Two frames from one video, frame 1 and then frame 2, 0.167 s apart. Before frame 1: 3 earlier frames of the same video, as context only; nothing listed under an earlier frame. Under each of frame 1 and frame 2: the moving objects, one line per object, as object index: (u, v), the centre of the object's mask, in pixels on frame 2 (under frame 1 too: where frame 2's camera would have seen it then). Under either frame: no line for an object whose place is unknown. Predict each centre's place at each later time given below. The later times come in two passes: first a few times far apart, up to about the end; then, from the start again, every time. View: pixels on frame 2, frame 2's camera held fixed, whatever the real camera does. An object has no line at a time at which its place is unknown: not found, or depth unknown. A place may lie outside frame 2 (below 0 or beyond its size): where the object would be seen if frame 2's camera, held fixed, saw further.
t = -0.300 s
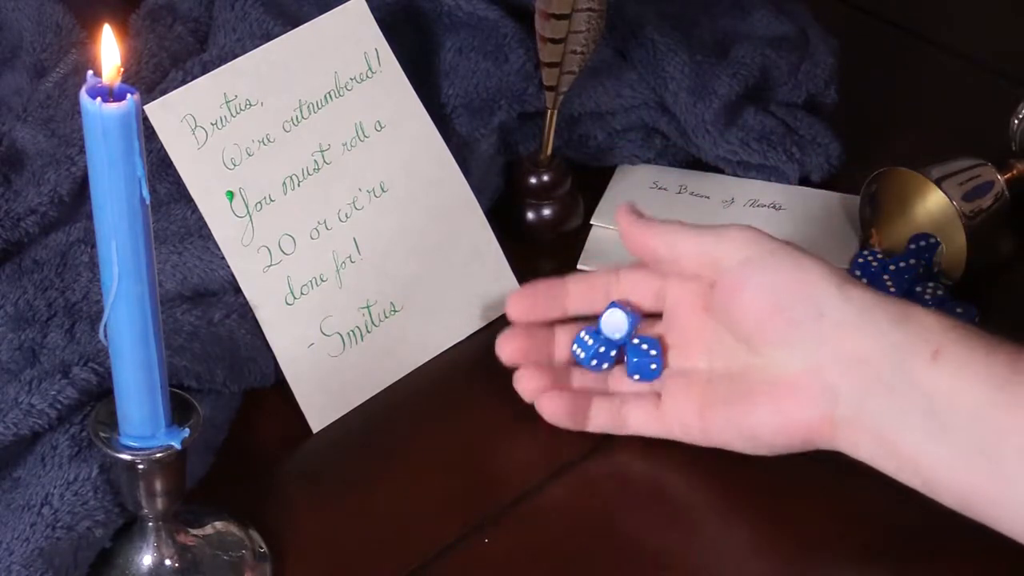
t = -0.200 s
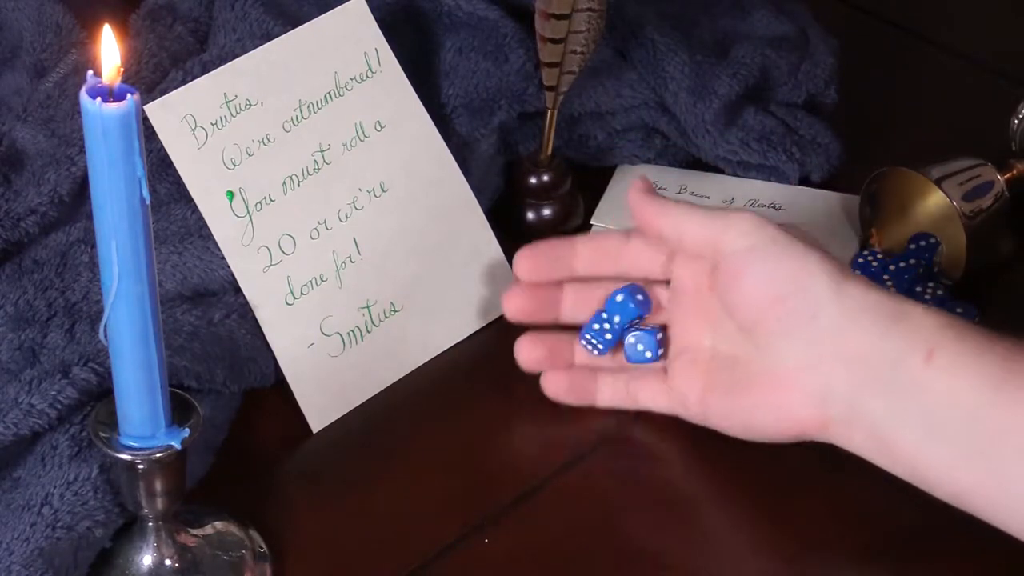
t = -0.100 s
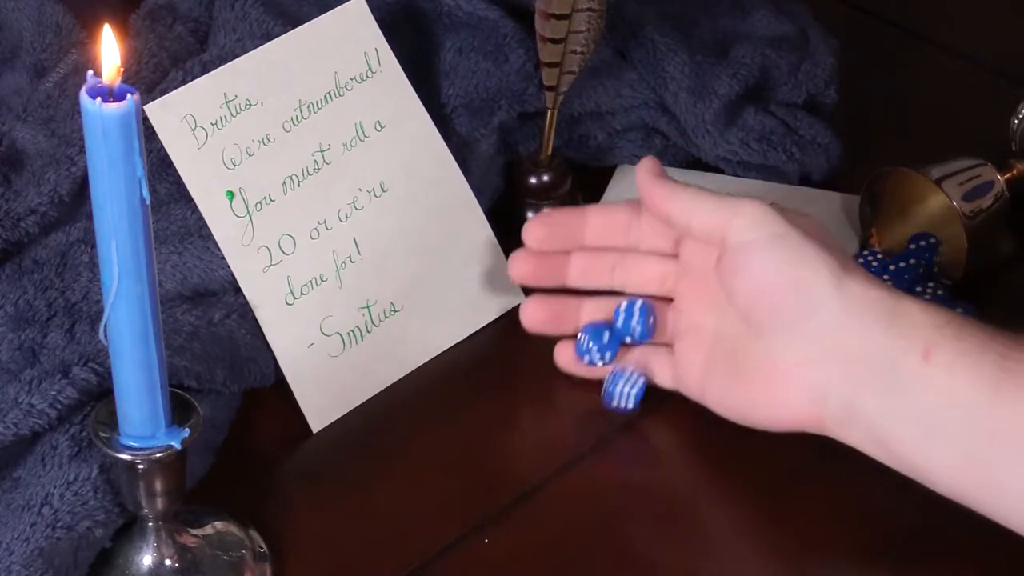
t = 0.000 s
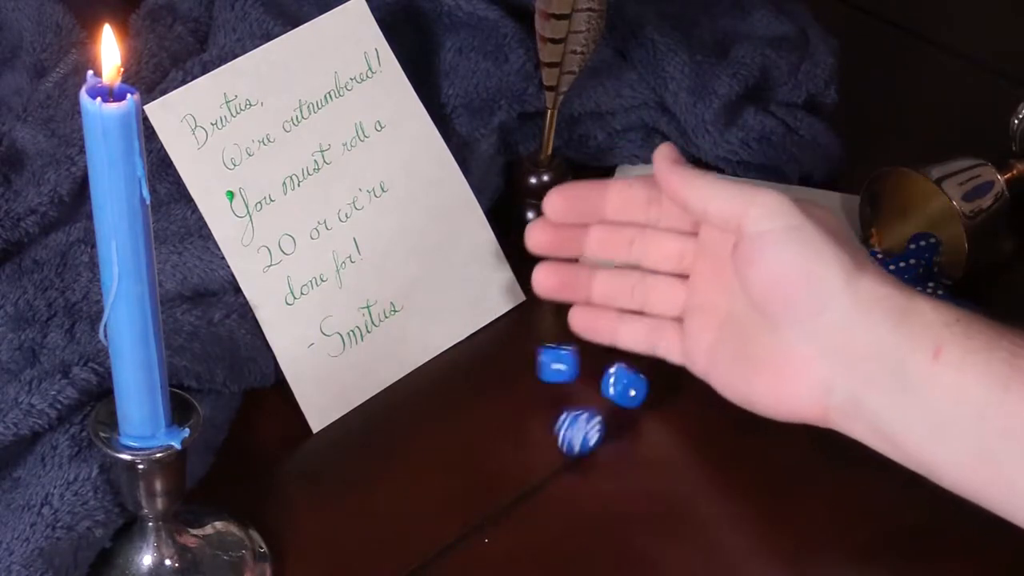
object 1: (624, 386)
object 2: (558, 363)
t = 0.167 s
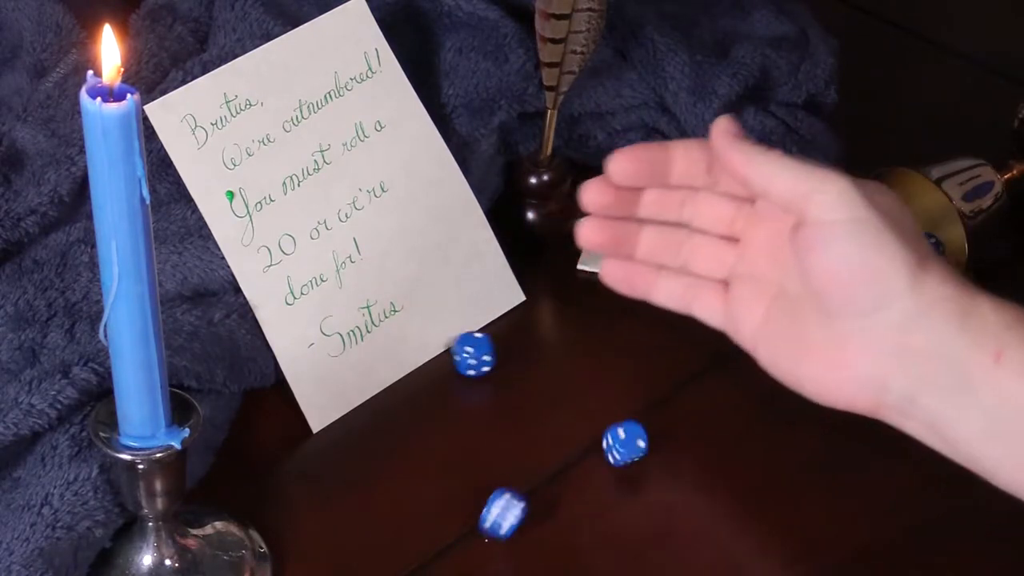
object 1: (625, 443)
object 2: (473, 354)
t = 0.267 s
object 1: (632, 469)
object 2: (449, 354)
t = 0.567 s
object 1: (700, 477)
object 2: (445, 355)
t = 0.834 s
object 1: (688, 445)
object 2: (445, 355)
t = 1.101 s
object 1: (638, 457)
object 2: (445, 355)
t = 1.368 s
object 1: (584, 470)
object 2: (445, 355)
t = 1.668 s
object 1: (538, 461)
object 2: (445, 355)
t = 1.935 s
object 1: (545, 457)
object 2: (445, 356)
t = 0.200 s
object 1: (626, 451)
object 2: (463, 354)
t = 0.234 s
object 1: (627, 458)
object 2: (455, 355)
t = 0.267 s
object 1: (632, 469)
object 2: (449, 354)
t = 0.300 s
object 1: (639, 474)
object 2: (446, 354)
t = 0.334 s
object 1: (646, 478)
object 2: (445, 355)
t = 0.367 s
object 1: (654, 482)
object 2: (445, 355)
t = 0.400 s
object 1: (662, 484)
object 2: (445, 355)
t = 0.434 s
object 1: (670, 486)
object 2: (445, 355)
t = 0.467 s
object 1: (678, 484)
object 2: (445, 355)
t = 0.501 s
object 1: (686, 482)
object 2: (445, 355)
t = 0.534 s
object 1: (693, 480)
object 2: (445, 355)
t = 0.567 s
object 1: (700, 477)
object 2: (445, 355)
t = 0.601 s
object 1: (706, 473)
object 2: (445, 355)
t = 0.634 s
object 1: (709, 466)
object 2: (445, 355)
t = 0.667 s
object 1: (711, 461)
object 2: (445, 355)
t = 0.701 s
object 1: (710, 457)
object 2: (445, 355)
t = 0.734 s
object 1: (707, 452)
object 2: (445, 355)
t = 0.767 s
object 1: (702, 450)
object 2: (445, 355)
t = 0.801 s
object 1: (694, 447)
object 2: (445, 355)
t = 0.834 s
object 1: (688, 445)
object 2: (445, 355)
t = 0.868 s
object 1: (682, 444)
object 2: (445, 355)
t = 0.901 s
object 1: (676, 445)
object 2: (445, 355)
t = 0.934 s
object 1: (670, 445)
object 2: (445, 355)
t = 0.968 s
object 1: (665, 446)
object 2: (445, 355)
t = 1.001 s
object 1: (657, 449)
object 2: (445, 355)
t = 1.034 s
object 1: (649, 453)
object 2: (445, 355)
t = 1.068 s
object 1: (643, 455)
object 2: (445, 355)
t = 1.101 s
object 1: (638, 457)
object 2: (445, 355)
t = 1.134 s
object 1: (633, 459)
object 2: (445, 355)
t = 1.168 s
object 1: (625, 463)
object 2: (445, 355)
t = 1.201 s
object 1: (618, 465)
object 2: (445, 355)
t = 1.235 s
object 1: (612, 466)
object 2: (445, 355)
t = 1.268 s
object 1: (607, 468)
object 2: (445, 355)
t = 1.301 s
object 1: (599, 471)
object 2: (445, 355)
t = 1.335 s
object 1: (591, 470)
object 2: (445, 355)
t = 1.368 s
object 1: (584, 470)
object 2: (445, 355)
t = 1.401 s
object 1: (578, 471)
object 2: (445, 355)
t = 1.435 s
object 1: (570, 472)
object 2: (445, 355)
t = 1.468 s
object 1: (563, 470)
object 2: (445, 355)
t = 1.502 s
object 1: (557, 468)
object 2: (445, 355)
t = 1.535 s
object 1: (551, 468)
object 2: (445, 355)
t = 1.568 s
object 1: (546, 465)
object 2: (445, 355)
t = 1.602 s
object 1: (541, 465)
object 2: (445, 355)
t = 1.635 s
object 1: (538, 462)
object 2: (445, 355)
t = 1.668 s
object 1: (538, 461)
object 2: (445, 355)
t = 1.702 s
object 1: (538, 457)
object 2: (445, 355)
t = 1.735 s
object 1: (539, 456)
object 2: (445, 356)
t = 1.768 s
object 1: (542, 455)
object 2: (445, 355)
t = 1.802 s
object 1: (544, 456)
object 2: (445, 356)
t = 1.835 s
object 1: (545, 457)
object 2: (445, 355)
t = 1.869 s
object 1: (545, 457)
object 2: (445, 355)
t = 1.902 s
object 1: (545, 457)
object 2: (445, 355)
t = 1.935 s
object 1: (545, 457)
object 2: (445, 356)
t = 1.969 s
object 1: (545, 457)
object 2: (445, 355)
